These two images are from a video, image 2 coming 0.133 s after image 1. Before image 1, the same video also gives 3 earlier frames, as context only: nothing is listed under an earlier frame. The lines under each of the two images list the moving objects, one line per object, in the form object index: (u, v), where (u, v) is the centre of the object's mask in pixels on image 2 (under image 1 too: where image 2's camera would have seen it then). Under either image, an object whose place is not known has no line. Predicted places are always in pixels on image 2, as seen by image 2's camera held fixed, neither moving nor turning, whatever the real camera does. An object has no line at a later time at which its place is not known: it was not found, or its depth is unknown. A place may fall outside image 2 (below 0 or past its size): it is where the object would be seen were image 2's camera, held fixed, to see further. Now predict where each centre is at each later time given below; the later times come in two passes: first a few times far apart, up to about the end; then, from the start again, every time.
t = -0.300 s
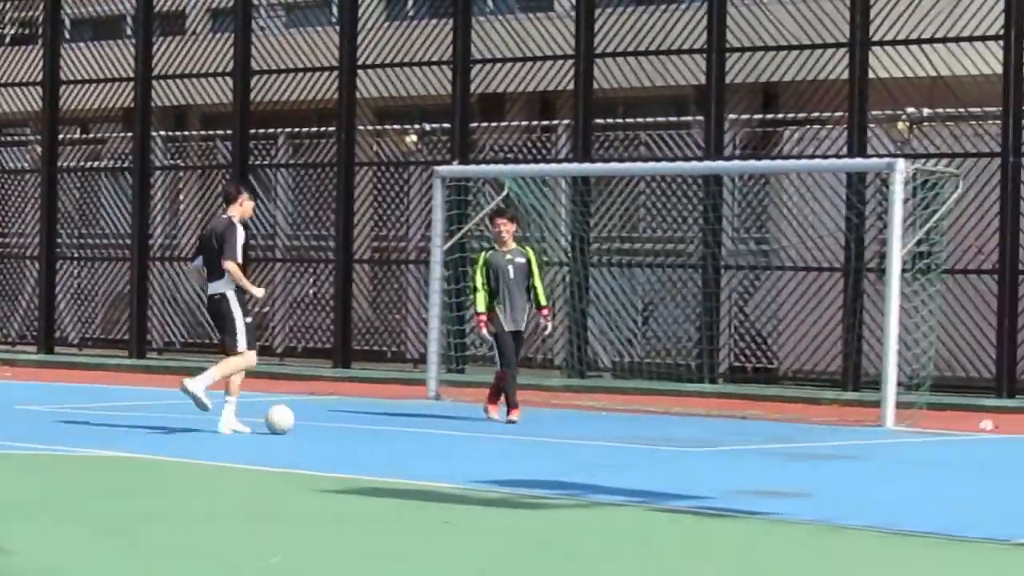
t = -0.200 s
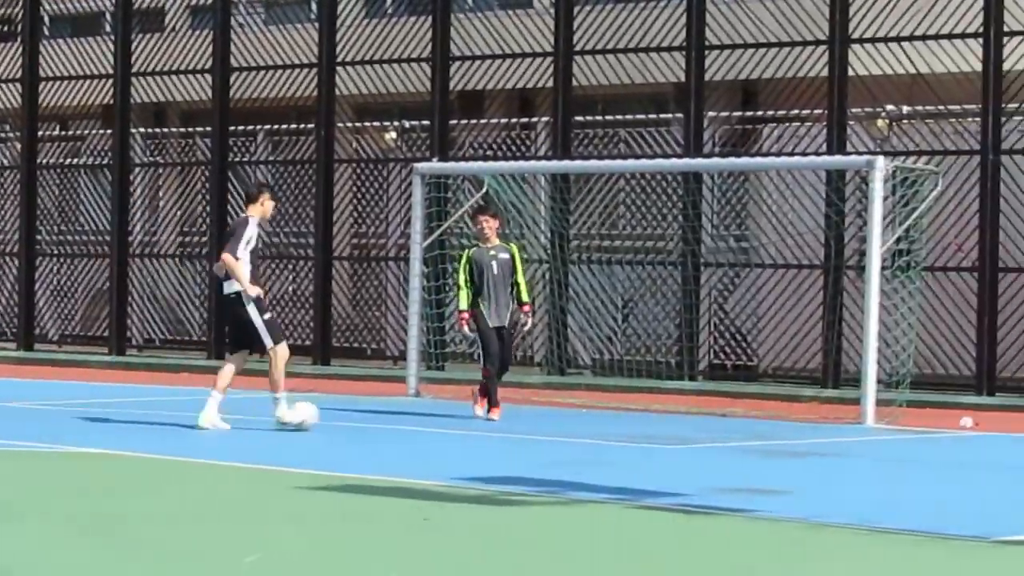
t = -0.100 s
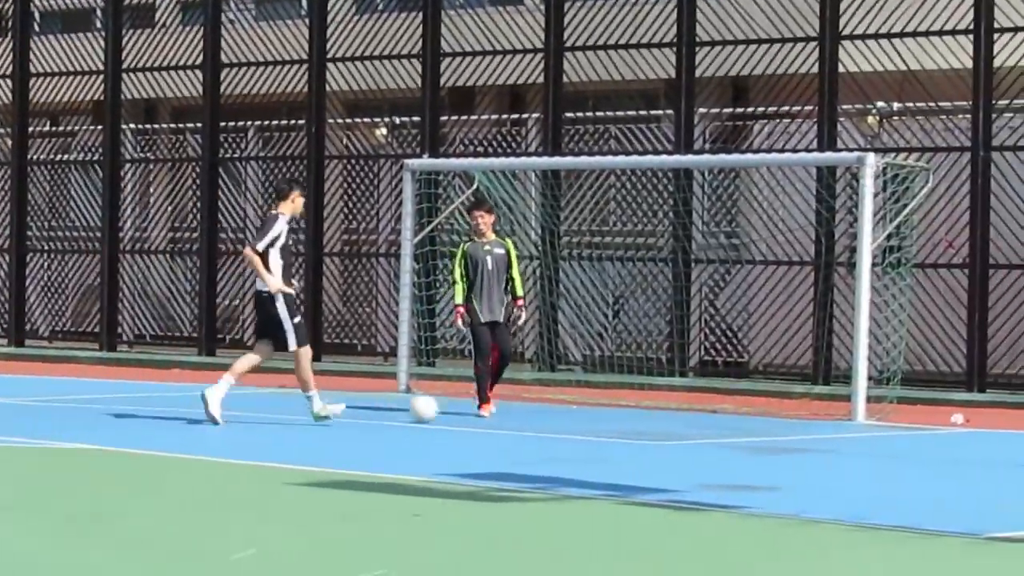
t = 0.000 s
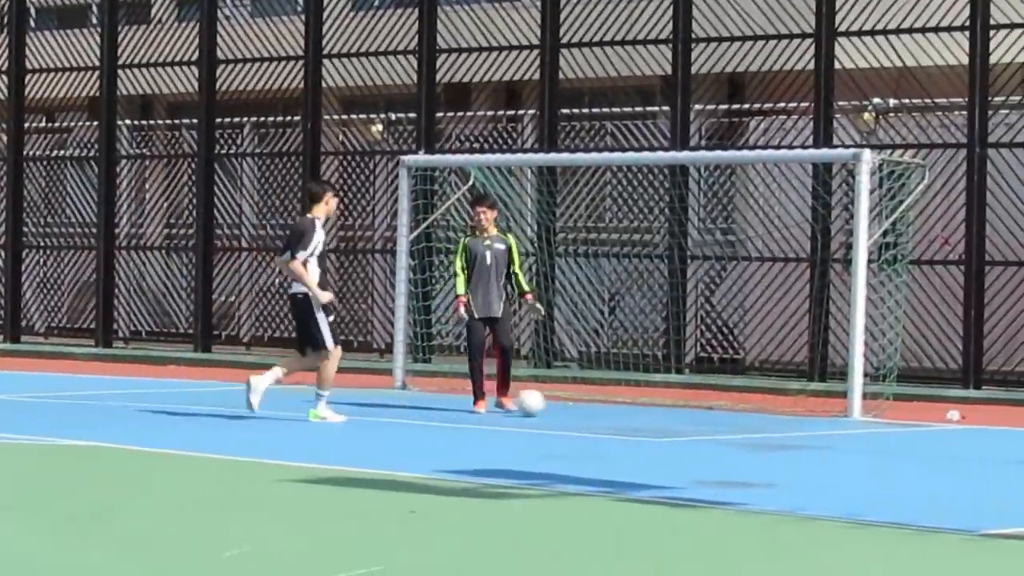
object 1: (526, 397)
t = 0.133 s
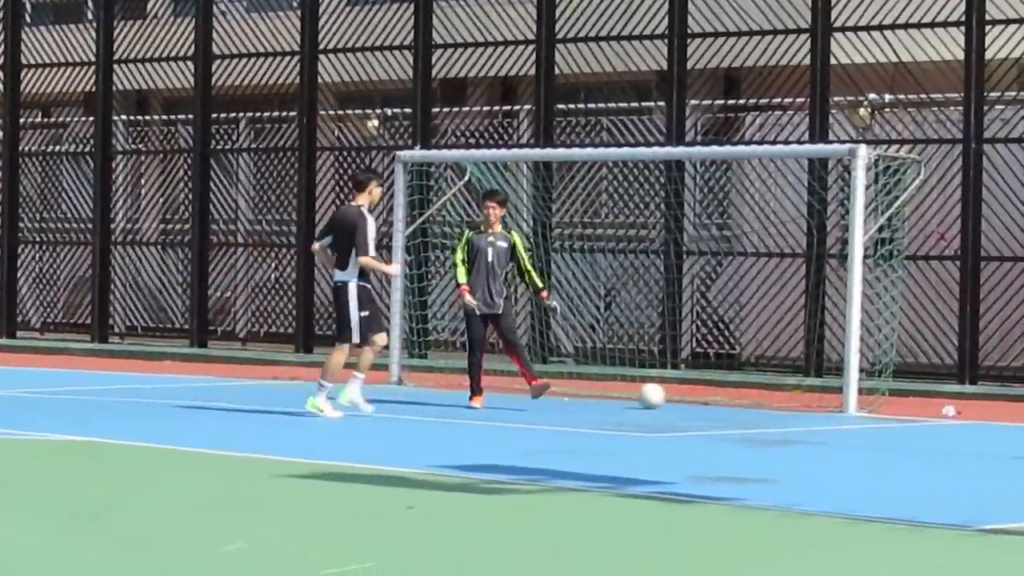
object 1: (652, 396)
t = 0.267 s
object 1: (754, 394)
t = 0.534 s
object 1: (885, 356)
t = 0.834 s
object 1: (927, 330)
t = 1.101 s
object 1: (944, 394)
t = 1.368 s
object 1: (944, 351)
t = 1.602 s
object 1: (943, 374)
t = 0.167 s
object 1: (678, 395)
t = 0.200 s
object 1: (704, 394)
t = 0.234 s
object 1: (730, 393)
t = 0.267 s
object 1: (754, 394)
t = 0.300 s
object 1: (777, 394)
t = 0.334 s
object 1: (799, 393)
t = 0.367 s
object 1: (819, 392)
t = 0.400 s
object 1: (834, 387)
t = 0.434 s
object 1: (861, 382)
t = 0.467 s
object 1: (868, 374)
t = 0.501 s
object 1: (877, 365)
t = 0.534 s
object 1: (885, 356)
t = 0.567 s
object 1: (892, 349)
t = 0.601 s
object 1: (898, 341)
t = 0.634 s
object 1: (903, 337)
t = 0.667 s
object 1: (910, 331)
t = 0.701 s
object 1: (914, 328)
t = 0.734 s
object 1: (919, 326)
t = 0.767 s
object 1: (921, 326)
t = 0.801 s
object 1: (925, 326)
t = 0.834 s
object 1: (927, 330)
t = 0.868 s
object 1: (931, 334)
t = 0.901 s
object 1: (934, 338)
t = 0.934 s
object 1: (937, 344)
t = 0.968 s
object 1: (936, 353)
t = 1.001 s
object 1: (939, 361)
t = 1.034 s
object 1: (941, 371)
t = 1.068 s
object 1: (944, 381)
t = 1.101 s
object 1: (944, 394)
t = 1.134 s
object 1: (945, 385)
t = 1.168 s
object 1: (945, 376)
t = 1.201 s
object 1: (944, 369)
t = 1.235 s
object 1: (944, 363)
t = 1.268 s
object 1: (944, 358)
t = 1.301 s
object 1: (945, 354)
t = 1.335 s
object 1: (944, 351)
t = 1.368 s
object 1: (944, 351)
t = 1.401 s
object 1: (944, 351)
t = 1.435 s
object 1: (944, 351)
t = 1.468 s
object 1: (944, 352)
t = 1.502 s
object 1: (945, 356)
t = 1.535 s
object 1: (944, 360)
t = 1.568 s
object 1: (944, 367)
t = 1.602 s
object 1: (943, 374)
